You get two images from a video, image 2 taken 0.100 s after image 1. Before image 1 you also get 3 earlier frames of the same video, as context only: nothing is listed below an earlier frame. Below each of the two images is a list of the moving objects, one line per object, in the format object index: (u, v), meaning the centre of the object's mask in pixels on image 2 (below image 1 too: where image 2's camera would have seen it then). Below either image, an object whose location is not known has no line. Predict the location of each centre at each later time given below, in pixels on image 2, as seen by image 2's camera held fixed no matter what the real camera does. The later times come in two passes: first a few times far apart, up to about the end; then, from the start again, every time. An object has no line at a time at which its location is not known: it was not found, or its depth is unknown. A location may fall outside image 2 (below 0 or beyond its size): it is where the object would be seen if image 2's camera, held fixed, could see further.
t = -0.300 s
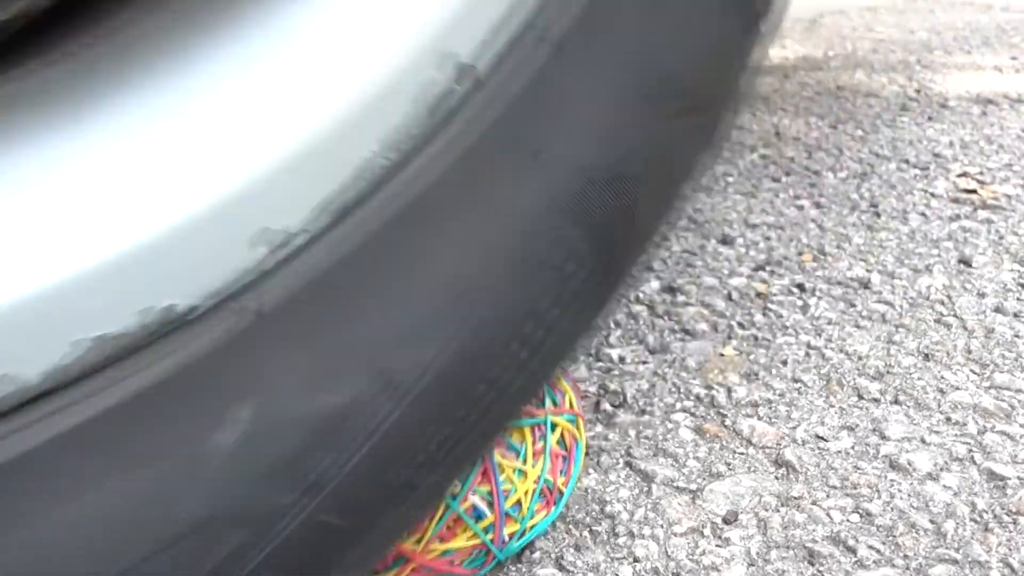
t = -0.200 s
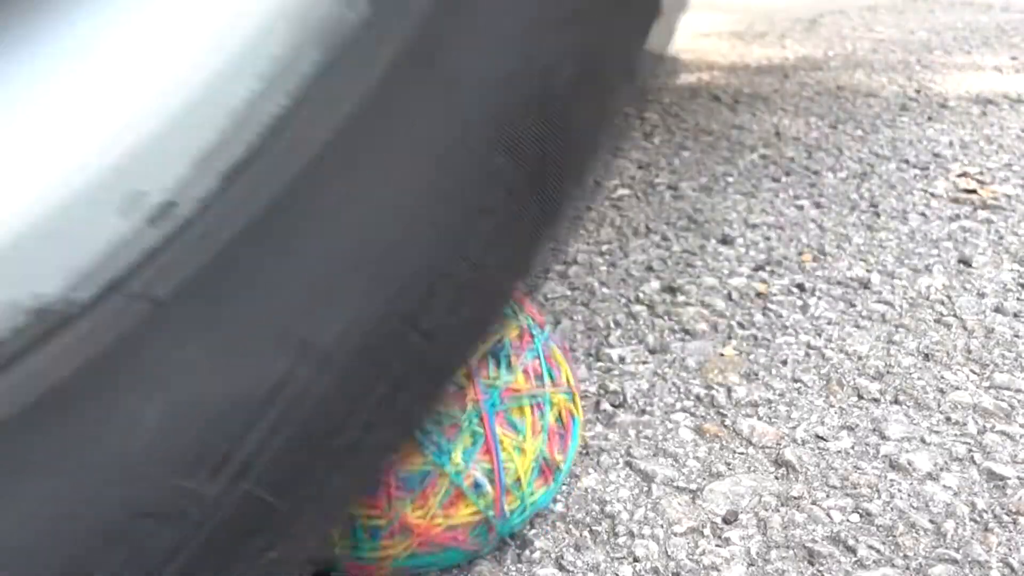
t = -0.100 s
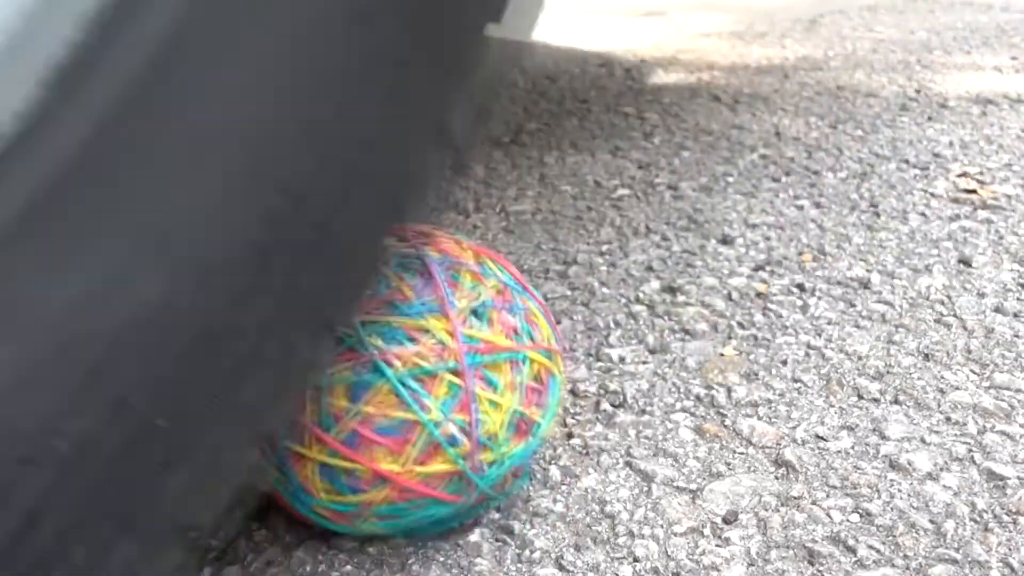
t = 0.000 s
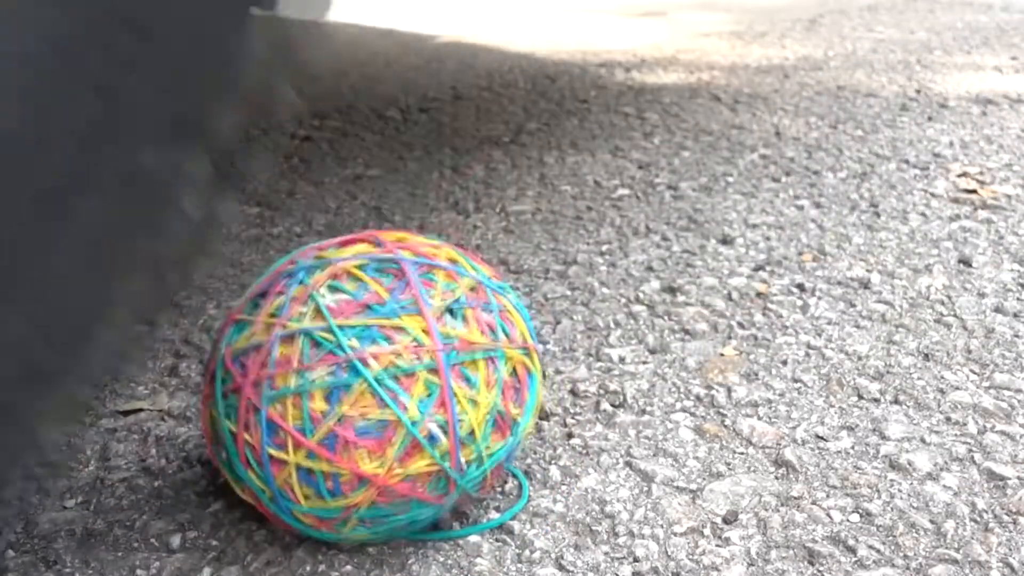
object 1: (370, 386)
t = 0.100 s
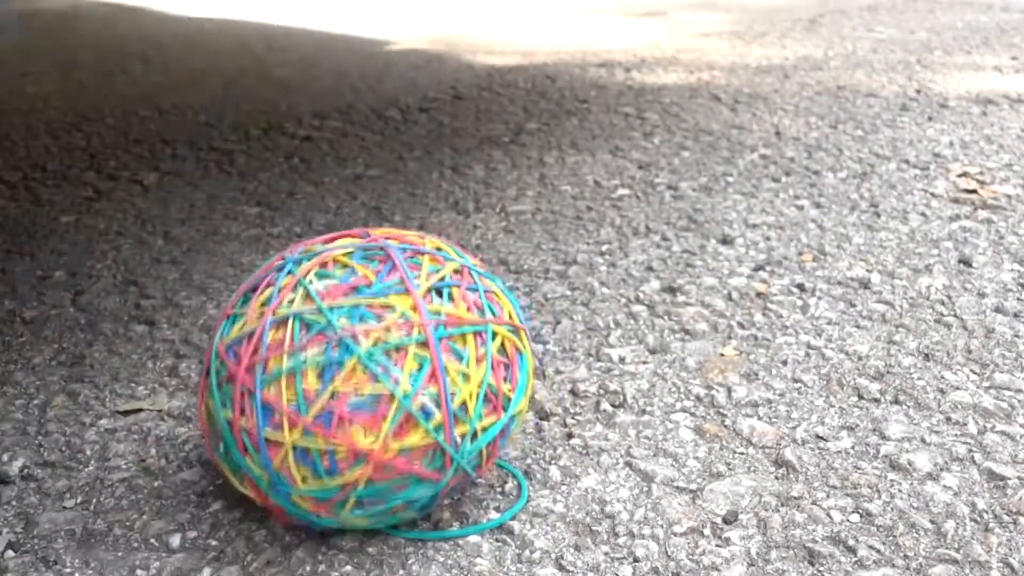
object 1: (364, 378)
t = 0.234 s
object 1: (378, 367)
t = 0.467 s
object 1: (377, 377)
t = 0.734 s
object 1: (385, 368)
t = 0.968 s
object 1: (379, 373)
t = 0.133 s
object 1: (366, 375)
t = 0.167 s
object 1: (368, 373)
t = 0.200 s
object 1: (373, 369)
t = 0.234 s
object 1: (378, 367)
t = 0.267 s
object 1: (382, 365)
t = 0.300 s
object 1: (384, 365)
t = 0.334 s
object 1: (385, 366)
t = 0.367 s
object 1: (383, 368)
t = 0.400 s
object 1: (381, 371)
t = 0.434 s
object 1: (378, 375)
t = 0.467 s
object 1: (377, 377)
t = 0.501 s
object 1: (378, 378)
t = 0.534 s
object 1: (379, 379)
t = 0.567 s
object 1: (380, 378)
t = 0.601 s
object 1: (383, 376)
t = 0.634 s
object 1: (386, 373)
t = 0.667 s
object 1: (387, 371)
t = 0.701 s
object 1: (387, 369)
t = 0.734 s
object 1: (385, 368)
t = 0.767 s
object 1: (382, 368)
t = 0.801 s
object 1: (379, 369)
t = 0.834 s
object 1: (376, 370)
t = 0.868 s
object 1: (375, 371)
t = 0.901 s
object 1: (375, 371)
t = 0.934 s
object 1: (376, 372)
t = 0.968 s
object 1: (379, 373)
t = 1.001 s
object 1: (384, 373)
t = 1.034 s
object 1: (388, 372)
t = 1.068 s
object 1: (390, 373)
